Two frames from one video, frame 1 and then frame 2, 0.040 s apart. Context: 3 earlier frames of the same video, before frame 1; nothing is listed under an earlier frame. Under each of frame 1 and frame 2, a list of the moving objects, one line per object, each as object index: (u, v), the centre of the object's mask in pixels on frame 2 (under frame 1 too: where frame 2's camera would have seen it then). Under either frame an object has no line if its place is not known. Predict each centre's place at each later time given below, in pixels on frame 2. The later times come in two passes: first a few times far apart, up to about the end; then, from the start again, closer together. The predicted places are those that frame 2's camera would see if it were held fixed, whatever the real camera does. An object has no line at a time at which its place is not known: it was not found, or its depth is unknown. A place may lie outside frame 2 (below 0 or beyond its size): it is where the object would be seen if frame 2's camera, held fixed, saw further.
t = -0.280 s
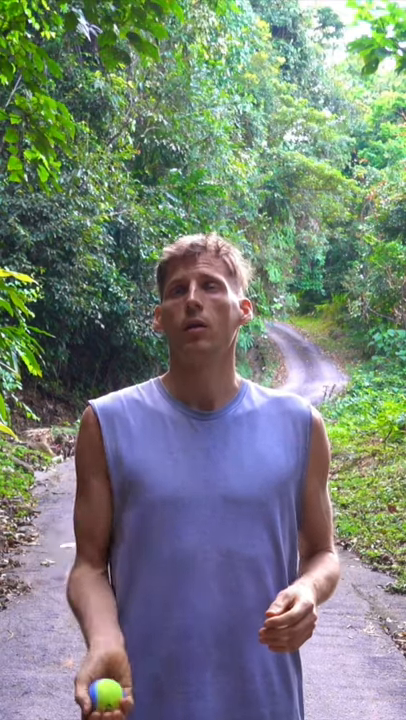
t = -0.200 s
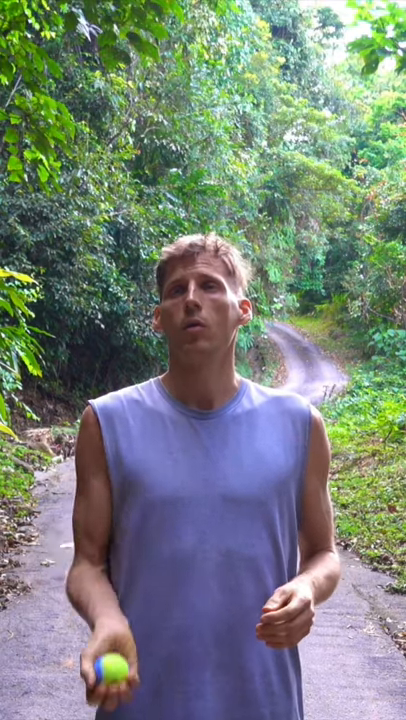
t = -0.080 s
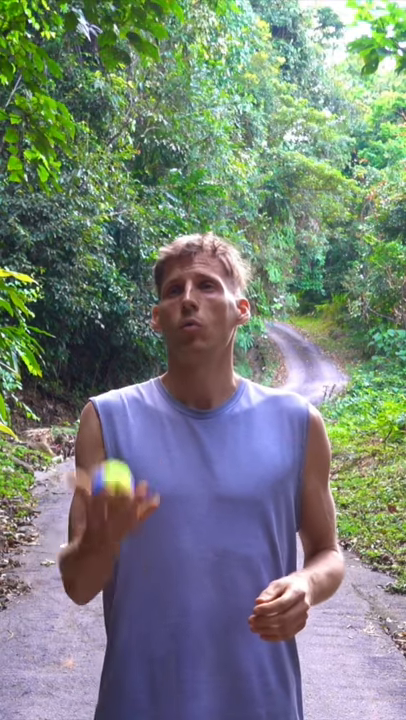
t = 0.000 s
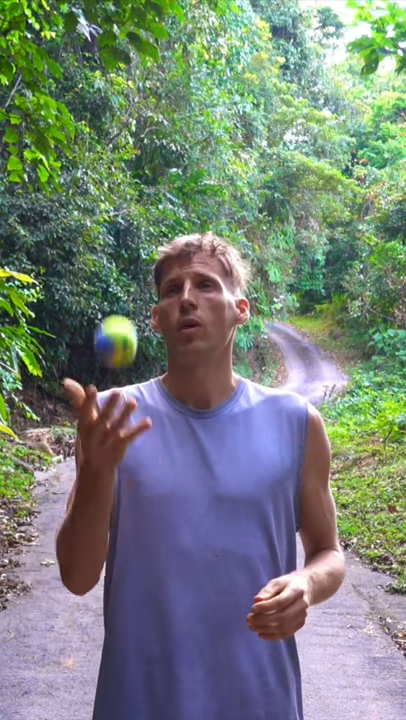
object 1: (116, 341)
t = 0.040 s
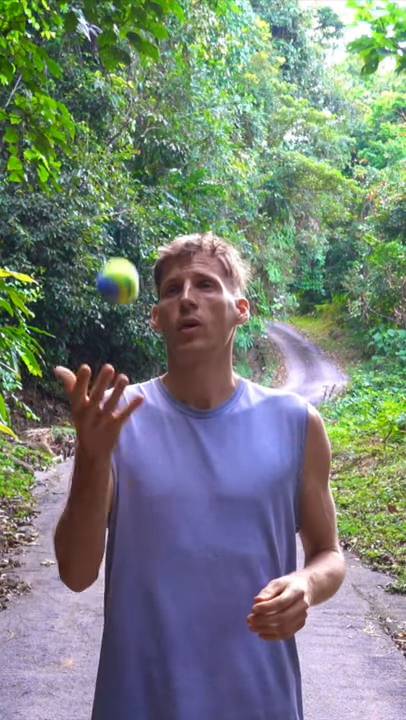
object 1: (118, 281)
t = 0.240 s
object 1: (125, 132)
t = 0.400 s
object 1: (130, 182)
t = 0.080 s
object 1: (120, 233)
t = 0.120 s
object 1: (121, 193)
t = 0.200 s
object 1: (124, 143)
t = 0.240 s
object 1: (125, 132)
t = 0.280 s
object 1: (126, 131)
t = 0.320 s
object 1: (128, 138)
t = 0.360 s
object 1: (129, 155)
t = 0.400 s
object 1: (130, 182)
